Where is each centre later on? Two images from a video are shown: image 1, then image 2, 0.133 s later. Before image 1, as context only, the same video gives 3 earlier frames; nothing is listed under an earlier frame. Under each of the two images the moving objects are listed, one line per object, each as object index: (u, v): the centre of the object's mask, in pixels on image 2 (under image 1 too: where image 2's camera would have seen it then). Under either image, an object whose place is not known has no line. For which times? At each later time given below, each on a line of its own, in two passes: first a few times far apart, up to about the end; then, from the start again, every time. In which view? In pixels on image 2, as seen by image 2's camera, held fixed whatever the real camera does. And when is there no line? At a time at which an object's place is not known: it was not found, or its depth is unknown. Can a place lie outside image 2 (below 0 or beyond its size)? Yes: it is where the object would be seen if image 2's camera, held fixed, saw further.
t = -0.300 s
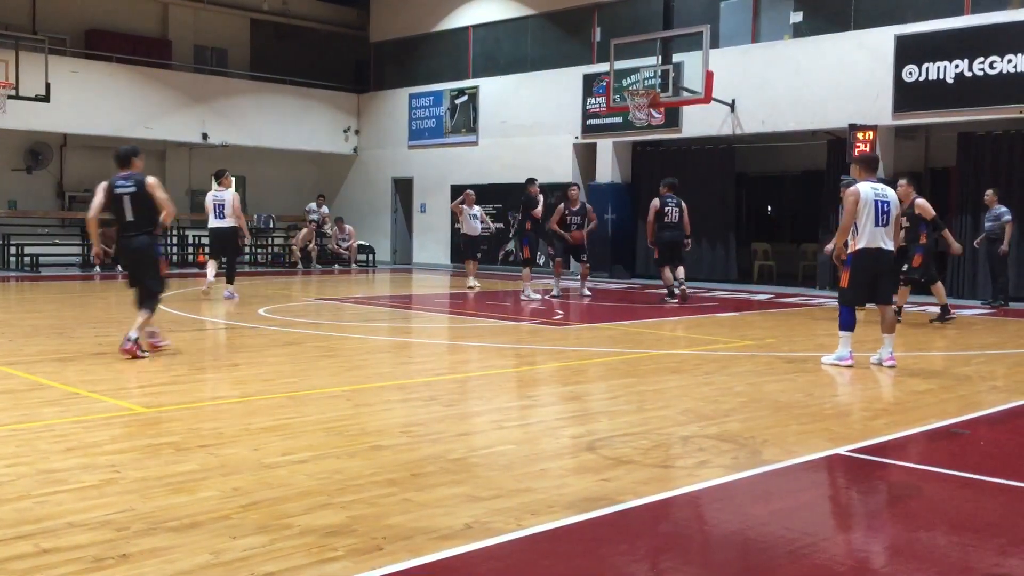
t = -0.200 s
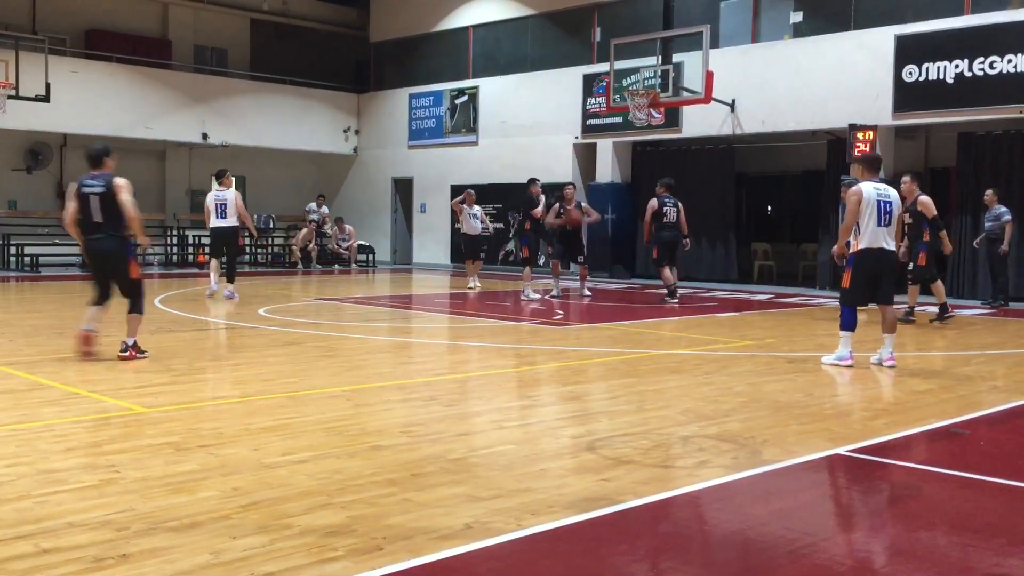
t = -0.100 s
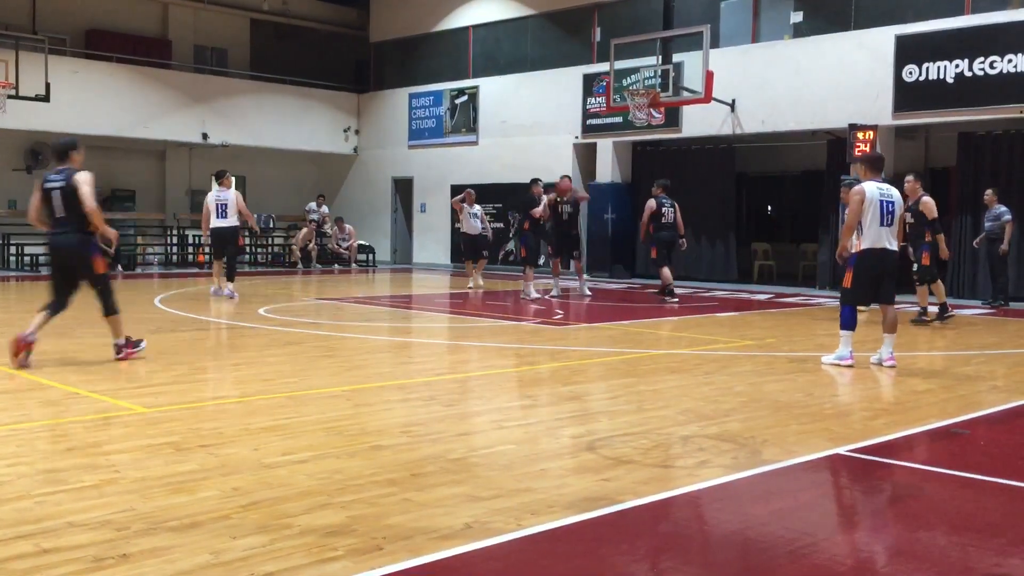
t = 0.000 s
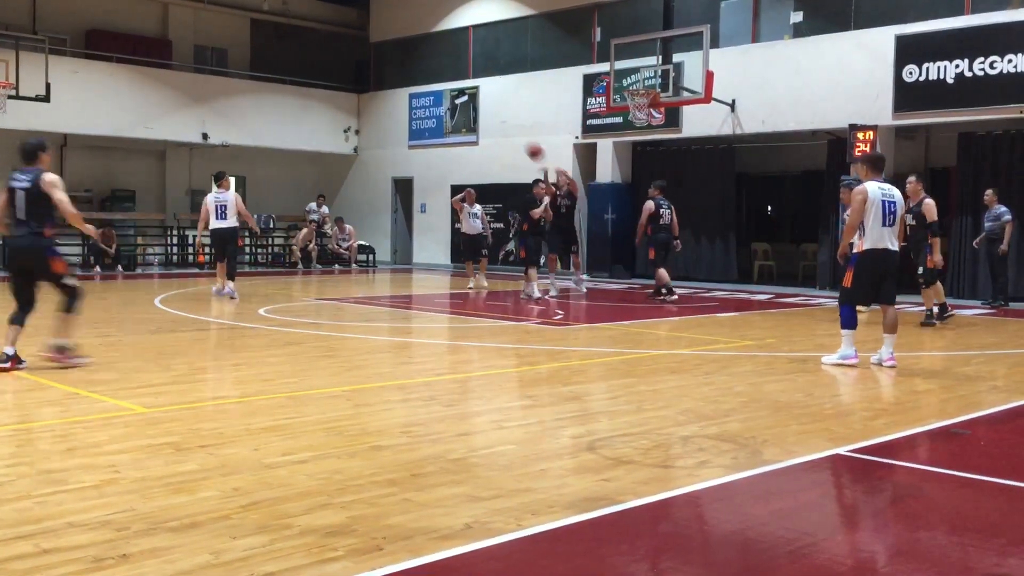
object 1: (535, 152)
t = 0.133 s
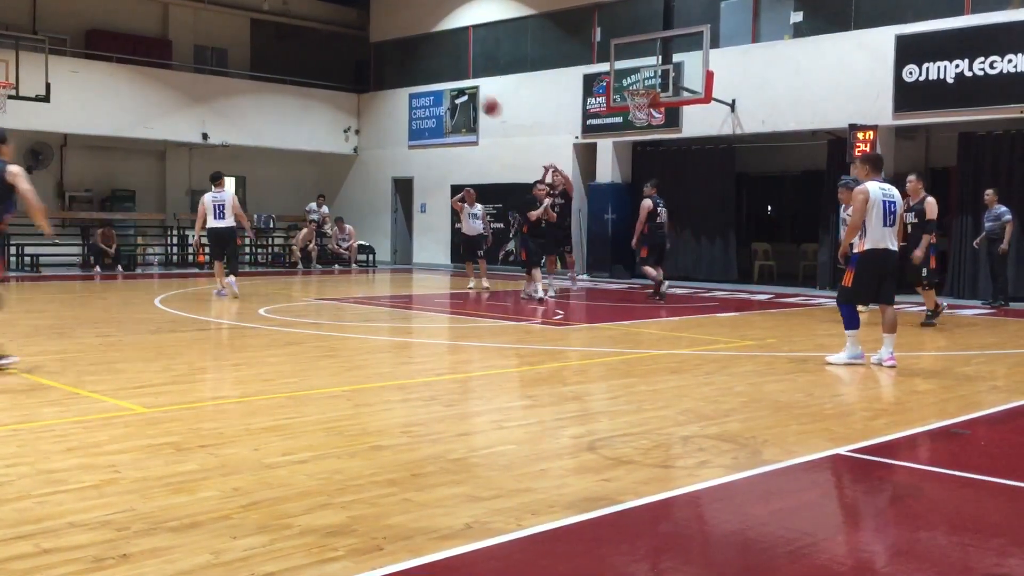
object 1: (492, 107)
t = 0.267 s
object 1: (436, 66)
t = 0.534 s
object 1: (313, 19)
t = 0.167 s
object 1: (477, 95)
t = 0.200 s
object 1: (465, 84)
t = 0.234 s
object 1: (450, 74)
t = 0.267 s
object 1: (436, 66)
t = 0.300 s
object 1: (422, 59)
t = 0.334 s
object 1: (406, 52)
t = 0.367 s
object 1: (392, 44)
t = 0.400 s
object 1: (377, 37)
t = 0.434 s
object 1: (361, 32)
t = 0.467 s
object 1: (342, 26)
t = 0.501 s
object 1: (327, 23)
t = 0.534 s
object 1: (313, 19)
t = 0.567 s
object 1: (297, 19)
